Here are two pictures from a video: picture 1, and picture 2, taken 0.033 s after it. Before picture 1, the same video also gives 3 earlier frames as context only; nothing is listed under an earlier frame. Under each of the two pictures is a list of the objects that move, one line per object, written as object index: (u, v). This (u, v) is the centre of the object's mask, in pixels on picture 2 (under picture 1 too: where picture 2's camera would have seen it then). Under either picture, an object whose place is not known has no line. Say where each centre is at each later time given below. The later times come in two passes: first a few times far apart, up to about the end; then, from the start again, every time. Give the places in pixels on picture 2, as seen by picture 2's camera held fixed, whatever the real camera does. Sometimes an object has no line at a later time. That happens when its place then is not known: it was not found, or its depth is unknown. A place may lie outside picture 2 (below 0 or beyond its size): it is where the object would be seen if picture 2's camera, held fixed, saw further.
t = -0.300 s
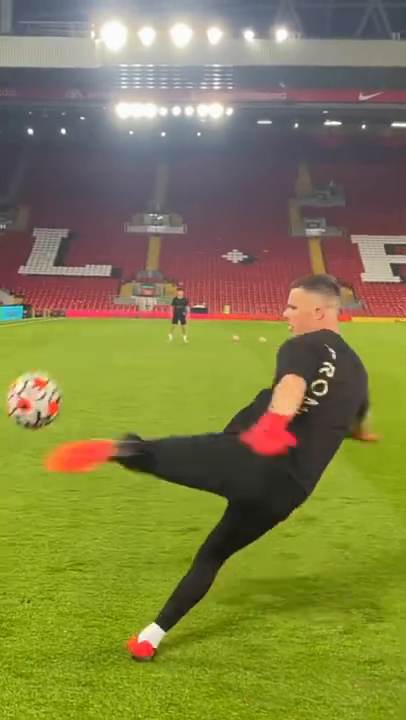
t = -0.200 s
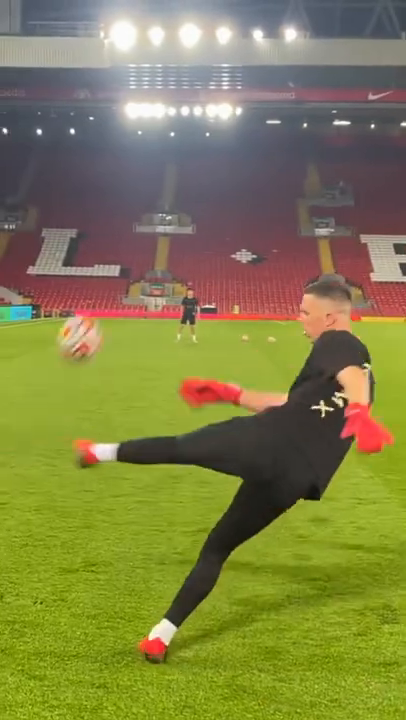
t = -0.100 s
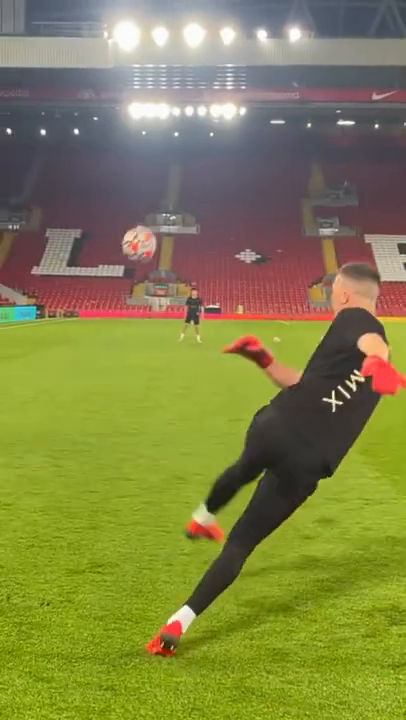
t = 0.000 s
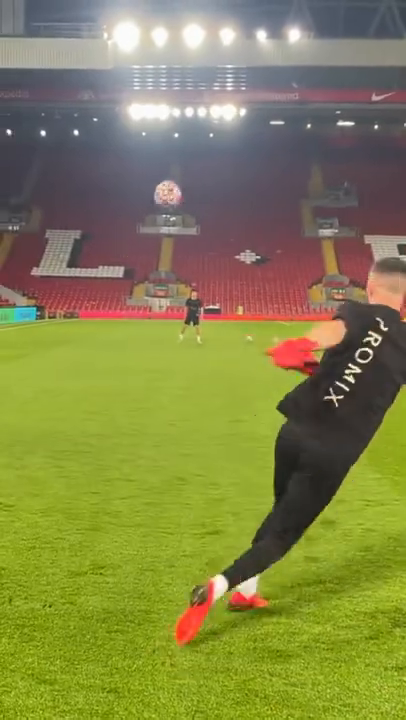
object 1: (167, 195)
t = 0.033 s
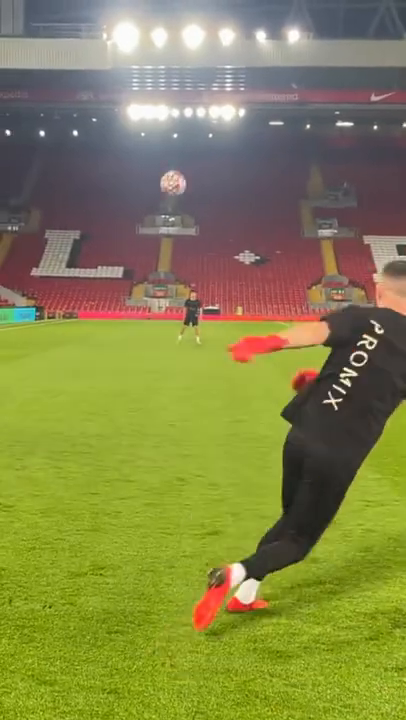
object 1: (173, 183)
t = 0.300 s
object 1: (196, 140)
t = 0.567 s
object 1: (197, 138)
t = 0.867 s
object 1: (190, 161)
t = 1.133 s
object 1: (179, 191)
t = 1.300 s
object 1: (173, 213)
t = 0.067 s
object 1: (178, 174)
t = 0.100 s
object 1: (182, 166)
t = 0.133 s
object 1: (185, 159)
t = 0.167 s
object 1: (188, 154)
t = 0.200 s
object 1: (191, 149)
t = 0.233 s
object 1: (193, 145)
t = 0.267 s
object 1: (194, 142)
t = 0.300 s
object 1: (196, 140)
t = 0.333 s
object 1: (196, 139)
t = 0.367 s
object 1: (197, 137)
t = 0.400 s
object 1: (198, 136)
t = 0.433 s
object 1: (198, 136)
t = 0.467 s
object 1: (198, 136)
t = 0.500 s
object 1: (198, 136)
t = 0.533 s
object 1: (197, 137)
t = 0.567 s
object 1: (197, 138)
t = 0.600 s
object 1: (197, 140)
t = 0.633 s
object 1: (196, 141)
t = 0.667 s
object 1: (195, 143)
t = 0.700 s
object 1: (195, 146)
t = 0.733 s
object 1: (193, 149)
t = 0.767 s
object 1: (192, 151)
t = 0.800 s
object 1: (192, 154)
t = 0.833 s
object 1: (191, 157)
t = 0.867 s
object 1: (190, 161)
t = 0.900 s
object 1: (188, 164)
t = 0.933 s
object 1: (187, 167)
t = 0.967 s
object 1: (186, 171)
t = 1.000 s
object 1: (185, 175)
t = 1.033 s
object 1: (184, 179)
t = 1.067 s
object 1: (182, 182)
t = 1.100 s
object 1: (181, 187)
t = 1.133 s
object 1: (179, 191)
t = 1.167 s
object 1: (178, 195)
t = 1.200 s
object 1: (177, 200)
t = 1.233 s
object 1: (175, 204)
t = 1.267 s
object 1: (174, 209)
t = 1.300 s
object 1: (173, 213)
